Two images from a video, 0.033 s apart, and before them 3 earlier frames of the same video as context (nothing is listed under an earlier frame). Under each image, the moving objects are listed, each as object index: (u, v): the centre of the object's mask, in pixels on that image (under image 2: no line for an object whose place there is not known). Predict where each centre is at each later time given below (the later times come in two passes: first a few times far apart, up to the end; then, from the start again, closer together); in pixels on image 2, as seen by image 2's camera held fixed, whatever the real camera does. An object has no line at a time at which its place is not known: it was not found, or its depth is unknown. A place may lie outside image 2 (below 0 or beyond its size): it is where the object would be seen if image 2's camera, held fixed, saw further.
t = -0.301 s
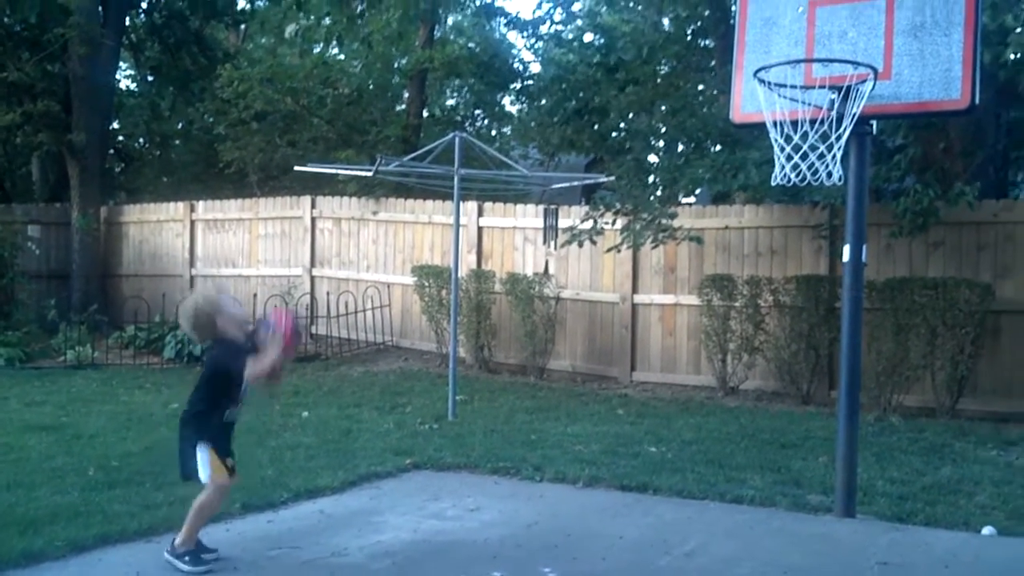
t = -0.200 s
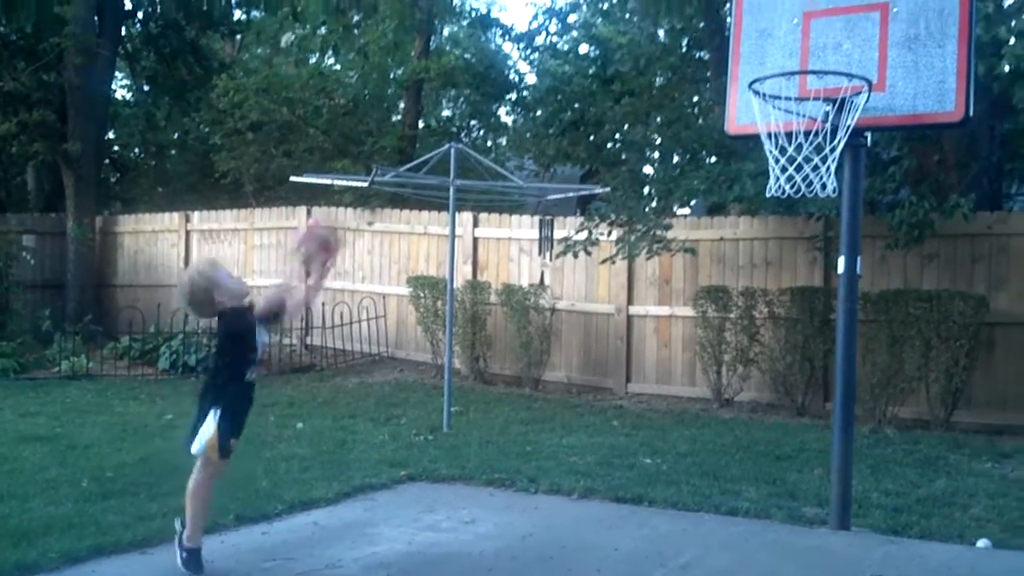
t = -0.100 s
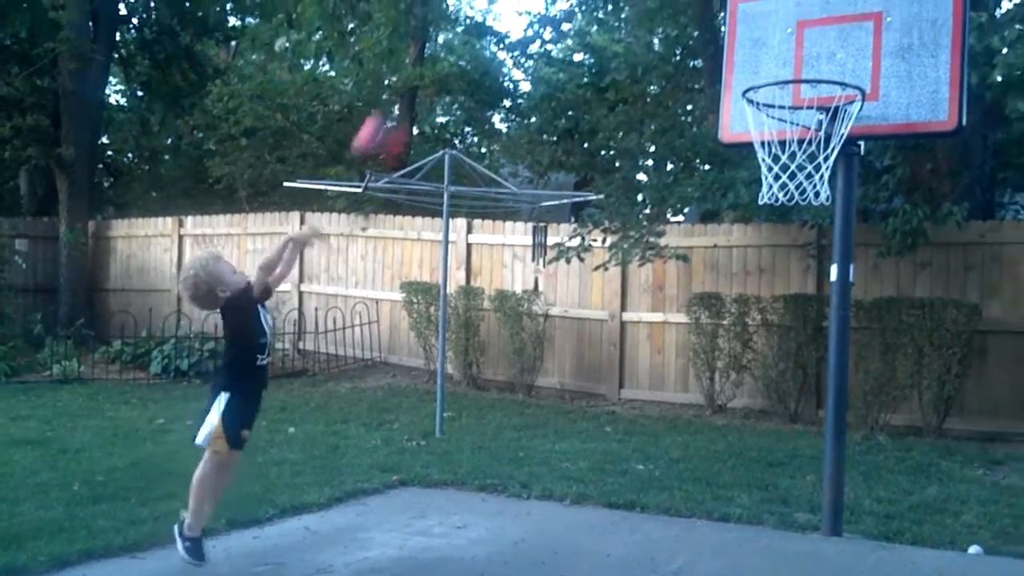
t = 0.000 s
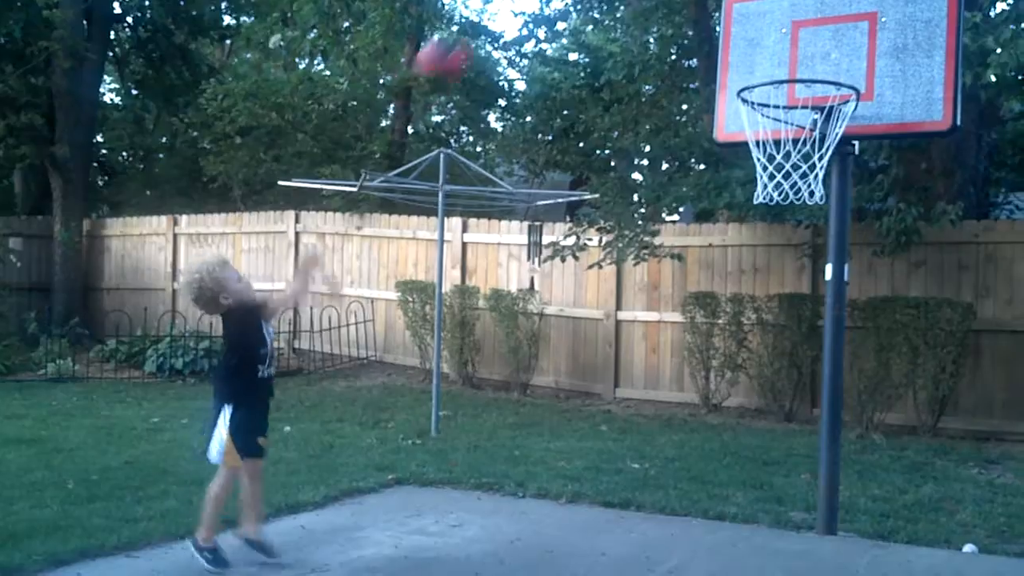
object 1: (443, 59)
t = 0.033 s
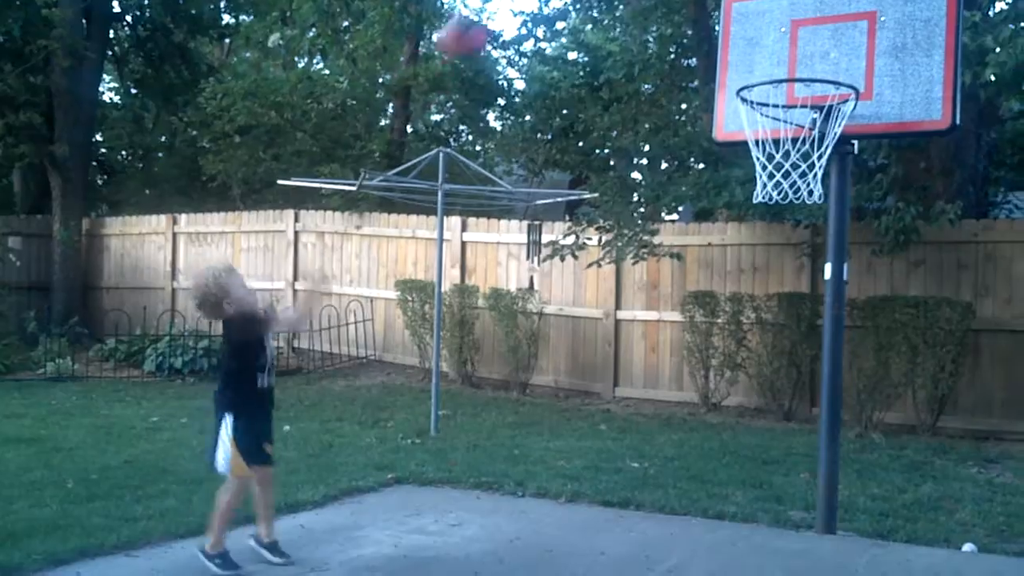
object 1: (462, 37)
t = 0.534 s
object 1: (781, 57)
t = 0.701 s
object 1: (823, 2)
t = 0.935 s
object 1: (882, 15)
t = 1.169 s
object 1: (938, 187)
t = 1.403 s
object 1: (997, 544)
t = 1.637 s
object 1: (1081, 342)
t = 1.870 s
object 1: (1169, 231)
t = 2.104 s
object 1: (1258, 272)
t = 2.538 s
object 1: (1426, 477)
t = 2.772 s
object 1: (1404, 406)
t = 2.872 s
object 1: (1345, 432)
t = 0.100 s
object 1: (510, 9)
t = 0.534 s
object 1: (781, 57)
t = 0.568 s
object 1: (790, 42)
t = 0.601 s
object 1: (798, 26)
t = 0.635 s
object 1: (807, 13)
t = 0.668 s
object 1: (814, 6)
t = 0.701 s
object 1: (823, 2)
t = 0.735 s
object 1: (831, -1)
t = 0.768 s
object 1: (839, -2)
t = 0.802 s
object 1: (847, -1)
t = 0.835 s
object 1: (855, 0)
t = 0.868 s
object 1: (864, 3)
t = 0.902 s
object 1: (873, 8)
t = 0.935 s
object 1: (882, 15)
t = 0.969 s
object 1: (890, 30)
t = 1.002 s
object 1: (898, 47)
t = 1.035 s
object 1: (906, 68)
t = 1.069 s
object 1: (914, 92)
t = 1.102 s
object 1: (922, 125)
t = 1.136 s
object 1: (929, 158)
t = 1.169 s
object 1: (938, 187)
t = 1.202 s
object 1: (947, 225)
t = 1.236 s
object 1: (953, 268)
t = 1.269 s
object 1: (960, 313)
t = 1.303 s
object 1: (969, 362)
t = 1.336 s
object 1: (981, 415)
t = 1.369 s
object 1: (989, 476)
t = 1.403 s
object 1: (997, 544)
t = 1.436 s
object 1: (1008, 552)
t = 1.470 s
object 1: (1016, 512)
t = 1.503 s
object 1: (1026, 469)
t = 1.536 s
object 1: (1040, 434)
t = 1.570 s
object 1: (1052, 399)
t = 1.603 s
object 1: (1064, 369)
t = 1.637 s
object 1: (1081, 342)
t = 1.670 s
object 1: (1093, 317)
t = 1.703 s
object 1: (1106, 295)
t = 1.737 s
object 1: (1118, 276)
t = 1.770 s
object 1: (1131, 261)
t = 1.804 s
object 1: (1144, 248)
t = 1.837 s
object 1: (1156, 238)
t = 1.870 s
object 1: (1169, 231)
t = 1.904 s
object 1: (1182, 226)
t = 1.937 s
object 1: (1195, 226)
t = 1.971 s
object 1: (1206, 228)
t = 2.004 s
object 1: (1219, 234)
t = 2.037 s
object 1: (1233, 243)
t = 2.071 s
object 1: (1245, 256)
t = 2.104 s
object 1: (1258, 272)
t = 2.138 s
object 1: (1271, 291)
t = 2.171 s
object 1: (1281, 311)
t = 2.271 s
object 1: (1323, 405)
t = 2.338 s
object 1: (1353, 487)
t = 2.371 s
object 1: (1362, 530)
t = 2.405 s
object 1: (1374, 581)
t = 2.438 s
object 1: (1385, 571)
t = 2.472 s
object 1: (1398, 540)
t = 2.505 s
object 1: (1410, 508)
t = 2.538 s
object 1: (1426, 477)
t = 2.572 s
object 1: (1438, 453)
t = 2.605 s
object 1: (1448, 431)
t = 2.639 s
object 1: (1462, 412)
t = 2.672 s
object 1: (1465, 402)
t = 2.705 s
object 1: (1442, 400)
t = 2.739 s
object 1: (1422, 402)
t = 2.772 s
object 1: (1404, 406)
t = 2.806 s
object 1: (1383, 413)
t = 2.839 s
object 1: (1363, 421)
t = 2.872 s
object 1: (1345, 432)
